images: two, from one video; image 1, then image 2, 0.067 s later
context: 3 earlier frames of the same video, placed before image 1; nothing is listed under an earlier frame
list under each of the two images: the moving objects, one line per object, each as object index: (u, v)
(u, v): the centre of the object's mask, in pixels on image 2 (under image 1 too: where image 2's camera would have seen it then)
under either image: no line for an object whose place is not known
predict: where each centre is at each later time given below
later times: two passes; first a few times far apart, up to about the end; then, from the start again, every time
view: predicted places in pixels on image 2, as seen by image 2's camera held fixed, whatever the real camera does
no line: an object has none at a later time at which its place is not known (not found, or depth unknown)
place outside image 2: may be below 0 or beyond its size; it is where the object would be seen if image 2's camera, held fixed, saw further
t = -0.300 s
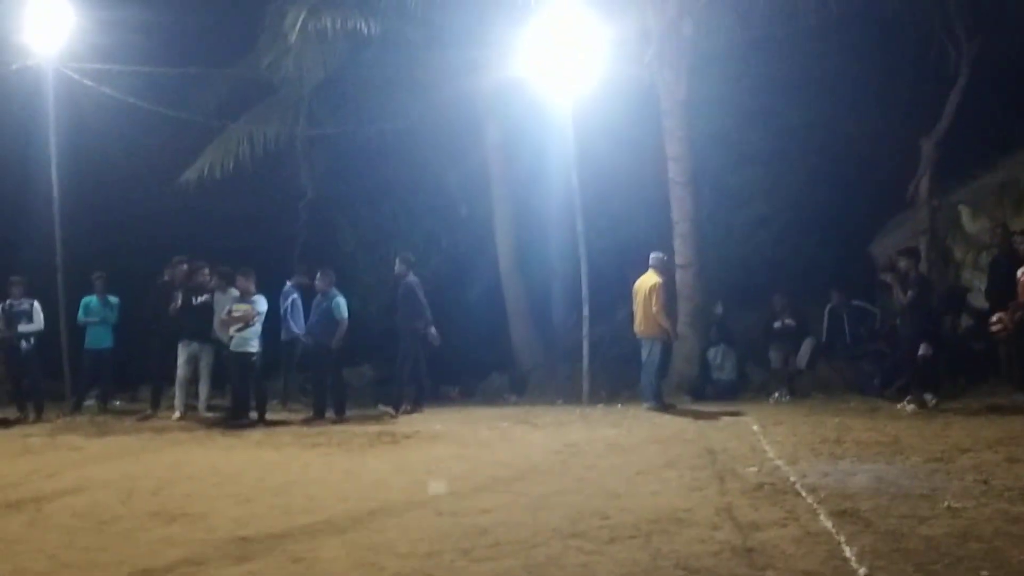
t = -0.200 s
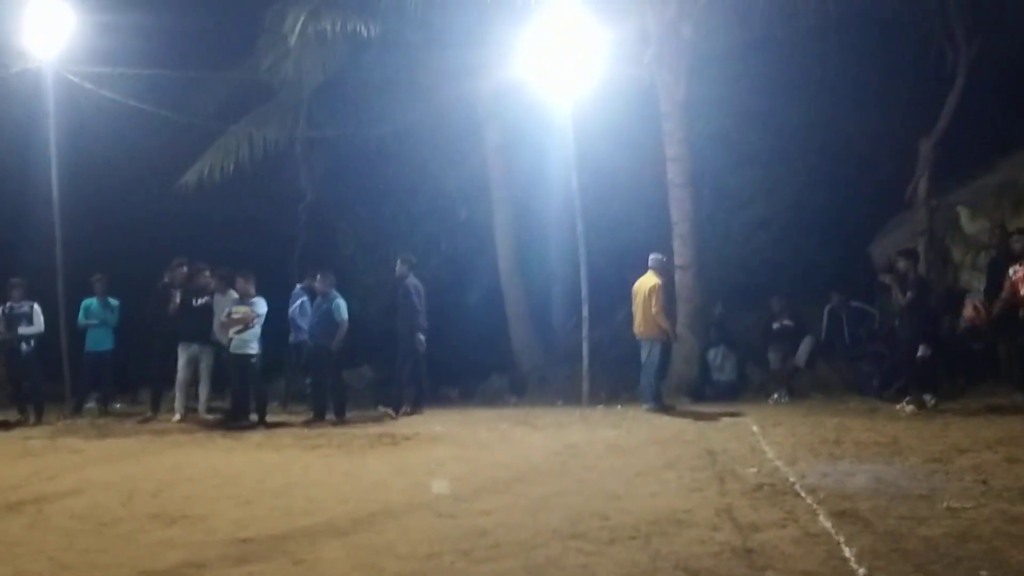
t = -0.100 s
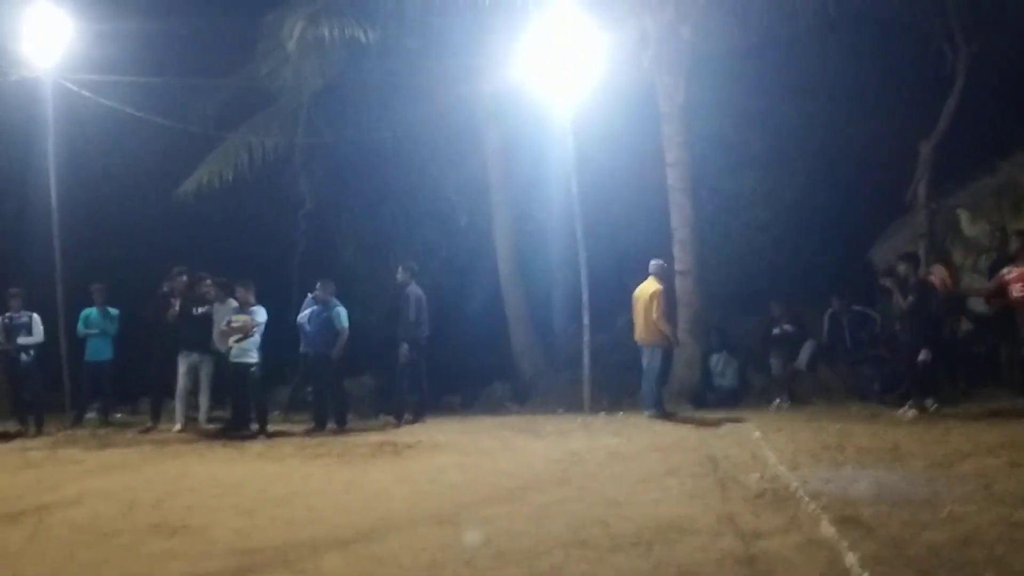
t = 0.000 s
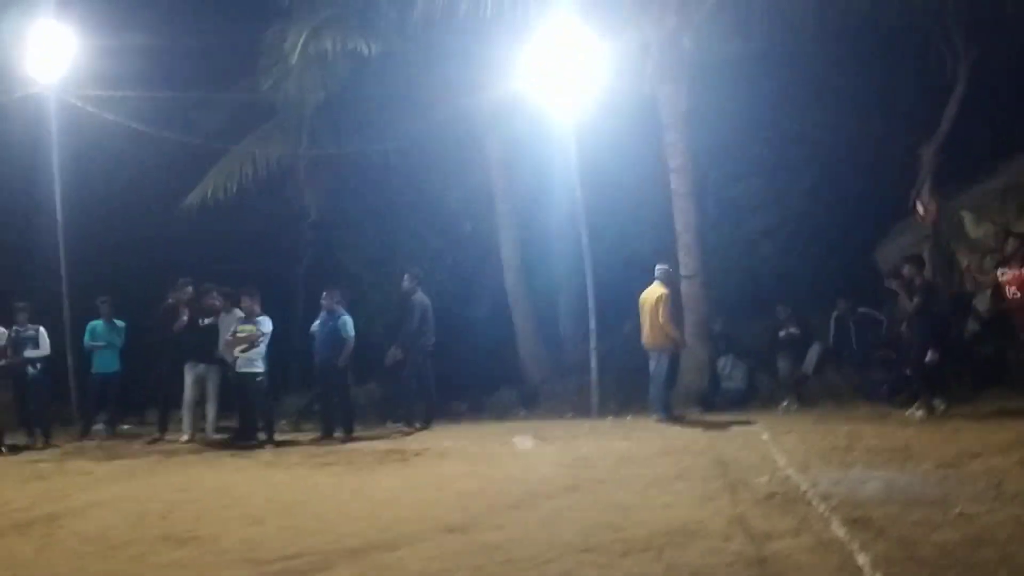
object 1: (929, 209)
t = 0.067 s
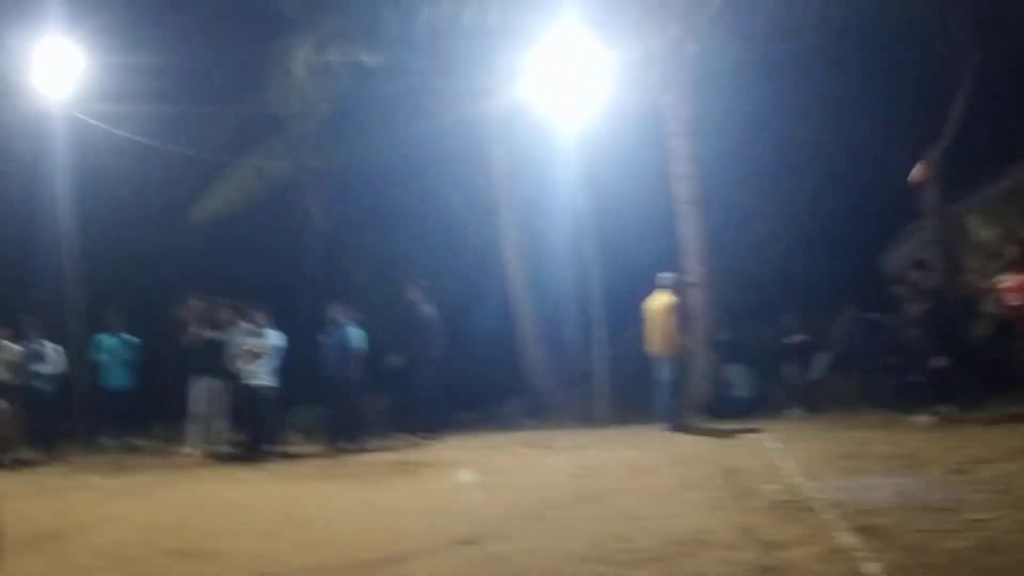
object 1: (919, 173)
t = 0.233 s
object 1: (888, 94)
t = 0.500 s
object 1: (839, 29)
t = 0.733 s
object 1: (804, 33)
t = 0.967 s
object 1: (771, 94)
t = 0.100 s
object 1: (915, 155)
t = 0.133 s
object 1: (908, 138)
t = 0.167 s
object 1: (900, 123)
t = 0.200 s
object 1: (895, 108)
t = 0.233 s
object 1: (888, 94)
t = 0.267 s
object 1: (883, 82)
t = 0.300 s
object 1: (877, 71)
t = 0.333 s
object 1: (872, 60)
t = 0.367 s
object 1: (865, 53)
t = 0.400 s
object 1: (858, 44)
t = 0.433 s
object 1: (853, 39)
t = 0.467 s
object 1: (848, 33)
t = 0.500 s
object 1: (839, 29)
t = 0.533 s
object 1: (835, 26)
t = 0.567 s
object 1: (831, 24)
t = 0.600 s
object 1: (825, 24)
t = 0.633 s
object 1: (819, 25)
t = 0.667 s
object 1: (814, 25)
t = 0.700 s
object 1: (809, 30)
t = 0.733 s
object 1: (804, 33)
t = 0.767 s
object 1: (799, 38)
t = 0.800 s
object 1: (794, 44)
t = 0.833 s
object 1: (790, 52)
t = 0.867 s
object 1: (785, 61)
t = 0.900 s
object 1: (780, 70)
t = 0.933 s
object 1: (776, 82)
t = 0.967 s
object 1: (771, 94)
